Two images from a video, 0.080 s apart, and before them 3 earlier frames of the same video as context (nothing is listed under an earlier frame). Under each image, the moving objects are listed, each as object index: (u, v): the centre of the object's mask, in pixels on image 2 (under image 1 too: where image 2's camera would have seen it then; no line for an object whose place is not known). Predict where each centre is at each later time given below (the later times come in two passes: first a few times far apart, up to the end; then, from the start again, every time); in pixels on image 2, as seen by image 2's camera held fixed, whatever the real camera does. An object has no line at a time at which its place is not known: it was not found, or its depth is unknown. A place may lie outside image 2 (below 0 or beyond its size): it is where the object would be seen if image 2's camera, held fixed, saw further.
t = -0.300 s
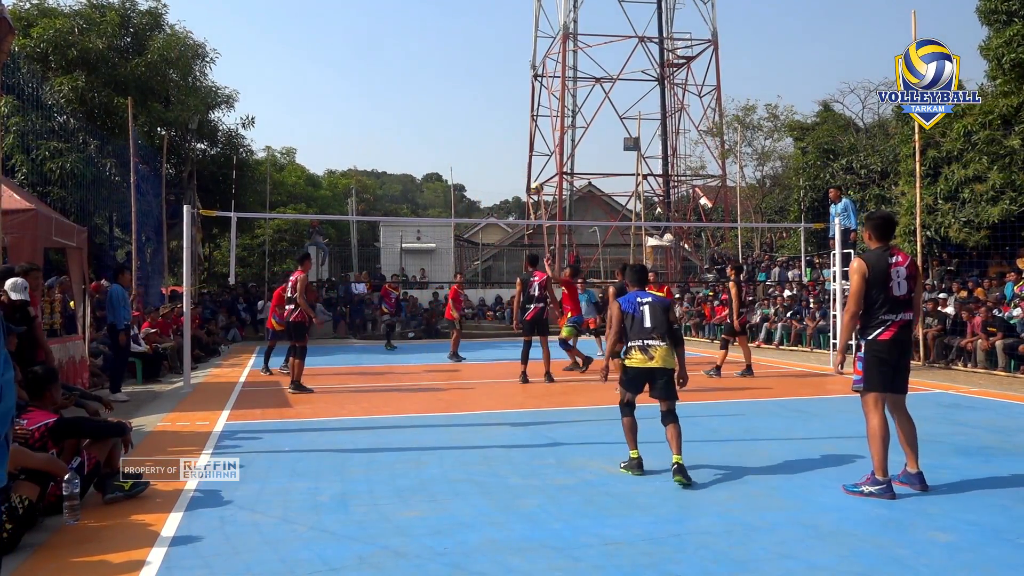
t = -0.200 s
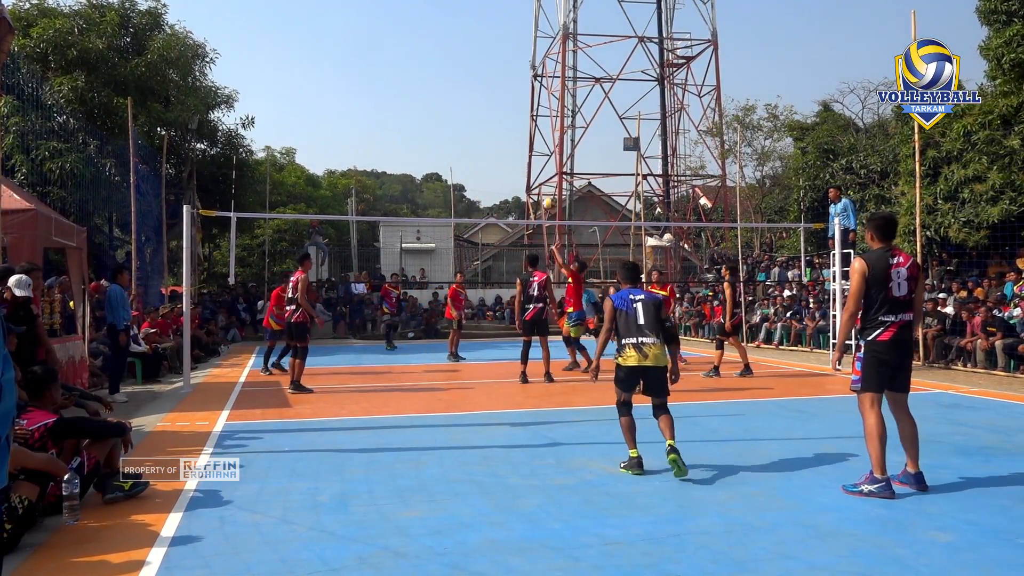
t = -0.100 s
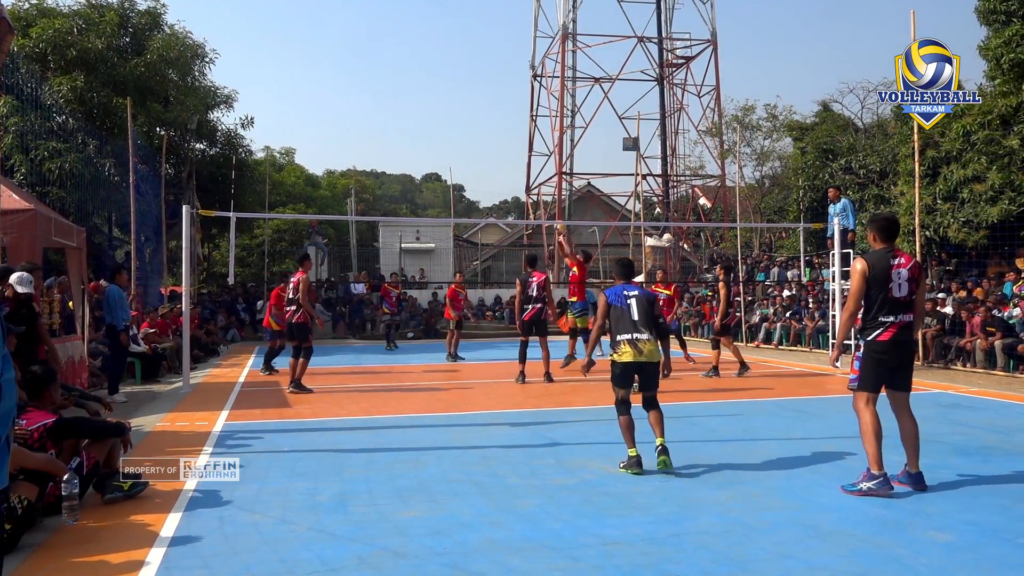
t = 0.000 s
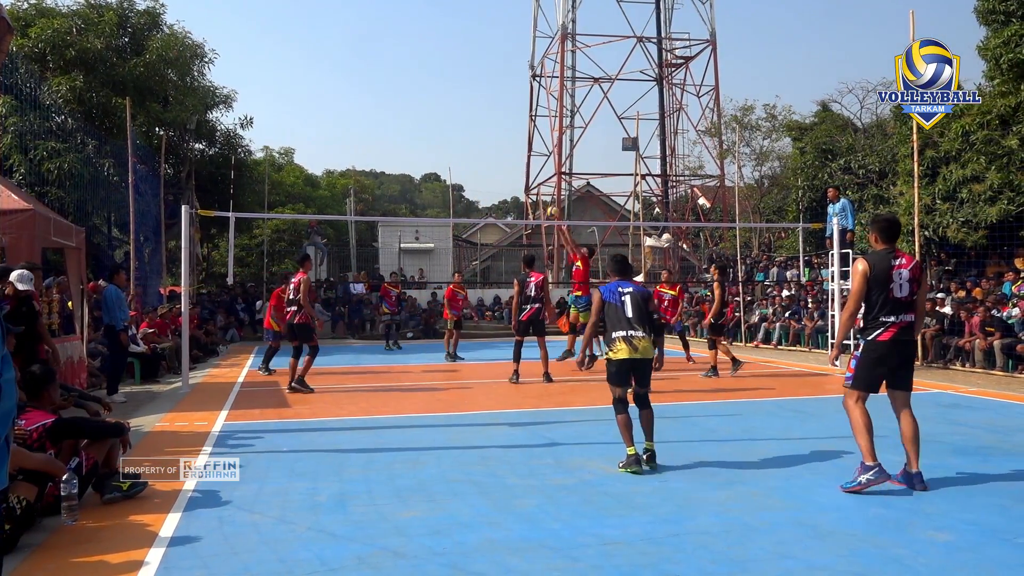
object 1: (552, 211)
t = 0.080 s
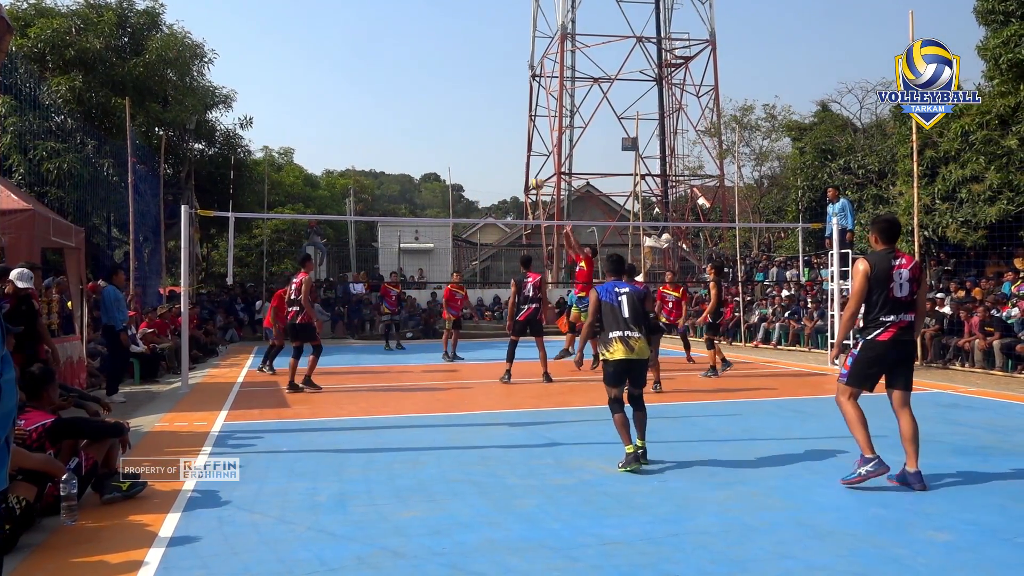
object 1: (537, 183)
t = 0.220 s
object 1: (511, 140)
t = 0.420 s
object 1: (473, 101)
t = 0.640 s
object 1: (431, 86)
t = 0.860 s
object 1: (388, 102)
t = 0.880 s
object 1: (384, 105)
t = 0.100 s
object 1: (533, 177)
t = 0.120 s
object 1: (530, 169)
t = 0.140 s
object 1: (526, 164)
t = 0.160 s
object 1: (521, 157)
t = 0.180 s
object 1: (518, 151)
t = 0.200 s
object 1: (515, 146)
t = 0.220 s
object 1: (511, 140)
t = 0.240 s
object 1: (507, 135)
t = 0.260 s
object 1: (503, 131)
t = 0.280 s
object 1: (499, 126)
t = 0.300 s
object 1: (495, 121)
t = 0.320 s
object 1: (492, 117)
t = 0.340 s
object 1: (487, 114)
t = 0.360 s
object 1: (484, 111)
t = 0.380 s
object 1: (480, 107)
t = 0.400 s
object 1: (476, 104)
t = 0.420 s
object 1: (473, 101)
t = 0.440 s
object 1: (469, 98)
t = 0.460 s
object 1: (465, 96)
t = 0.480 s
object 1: (461, 93)
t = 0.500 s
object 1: (457, 90)
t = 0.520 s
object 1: (454, 89)
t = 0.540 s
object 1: (450, 88)
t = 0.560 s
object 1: (446, 87)
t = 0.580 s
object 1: (442, 86)
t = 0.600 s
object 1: (438, 86)
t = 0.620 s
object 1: (435, 86)
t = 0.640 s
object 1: (431, 86)
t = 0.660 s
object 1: (427, 86)
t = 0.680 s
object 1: (423, 87)
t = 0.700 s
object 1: (419, 87)
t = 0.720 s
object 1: (415, 88)
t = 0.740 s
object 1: (412, 90)
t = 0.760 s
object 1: (408, 91)
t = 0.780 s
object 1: (404, 93)
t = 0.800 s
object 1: (399, 95)
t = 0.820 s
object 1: (396, 97)
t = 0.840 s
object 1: (392, 100)
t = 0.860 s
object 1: (388, 102)
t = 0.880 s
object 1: (384, 105)
